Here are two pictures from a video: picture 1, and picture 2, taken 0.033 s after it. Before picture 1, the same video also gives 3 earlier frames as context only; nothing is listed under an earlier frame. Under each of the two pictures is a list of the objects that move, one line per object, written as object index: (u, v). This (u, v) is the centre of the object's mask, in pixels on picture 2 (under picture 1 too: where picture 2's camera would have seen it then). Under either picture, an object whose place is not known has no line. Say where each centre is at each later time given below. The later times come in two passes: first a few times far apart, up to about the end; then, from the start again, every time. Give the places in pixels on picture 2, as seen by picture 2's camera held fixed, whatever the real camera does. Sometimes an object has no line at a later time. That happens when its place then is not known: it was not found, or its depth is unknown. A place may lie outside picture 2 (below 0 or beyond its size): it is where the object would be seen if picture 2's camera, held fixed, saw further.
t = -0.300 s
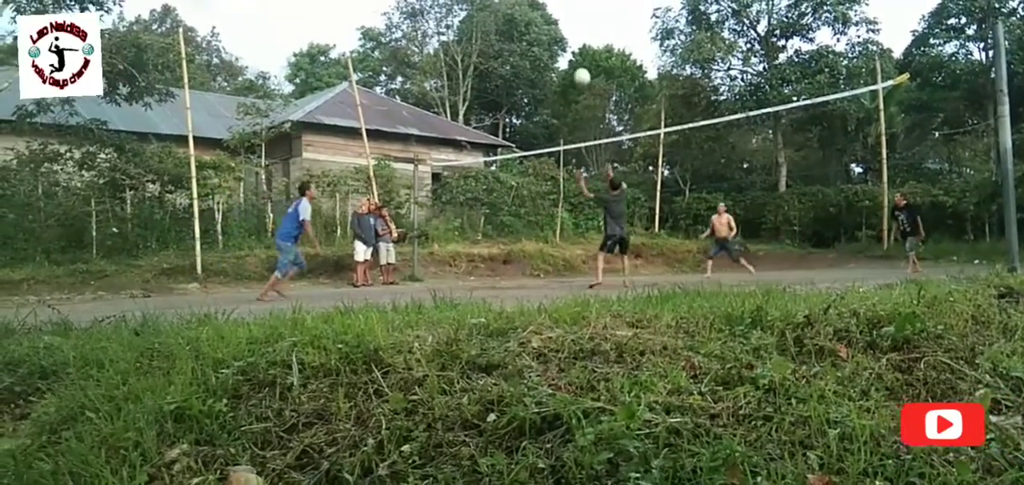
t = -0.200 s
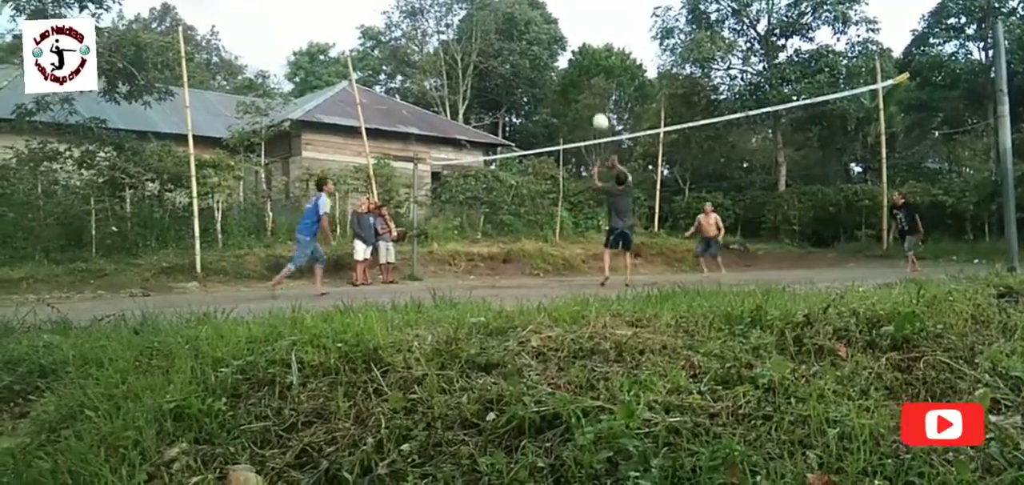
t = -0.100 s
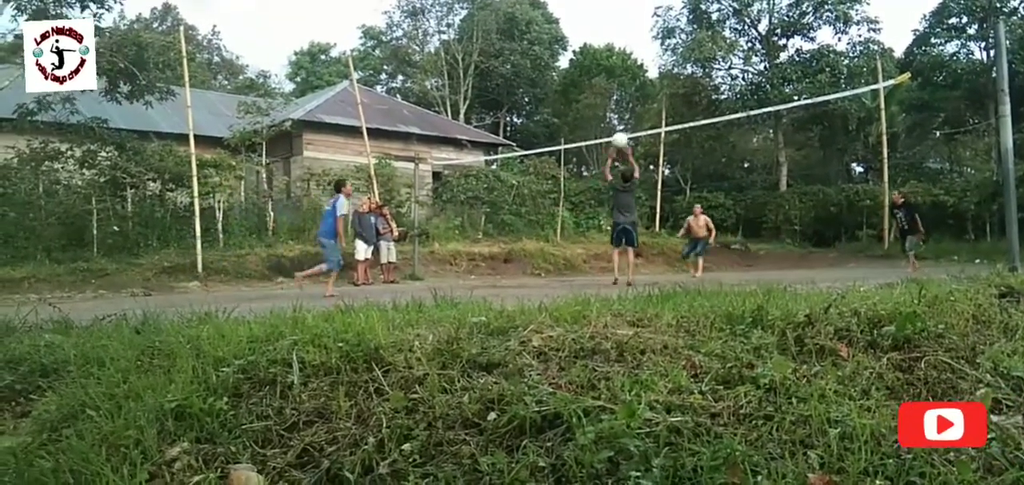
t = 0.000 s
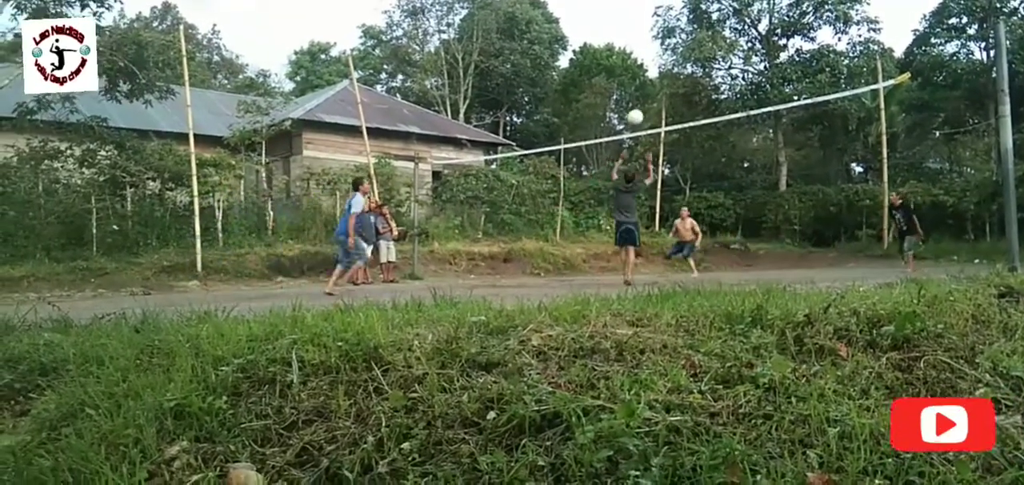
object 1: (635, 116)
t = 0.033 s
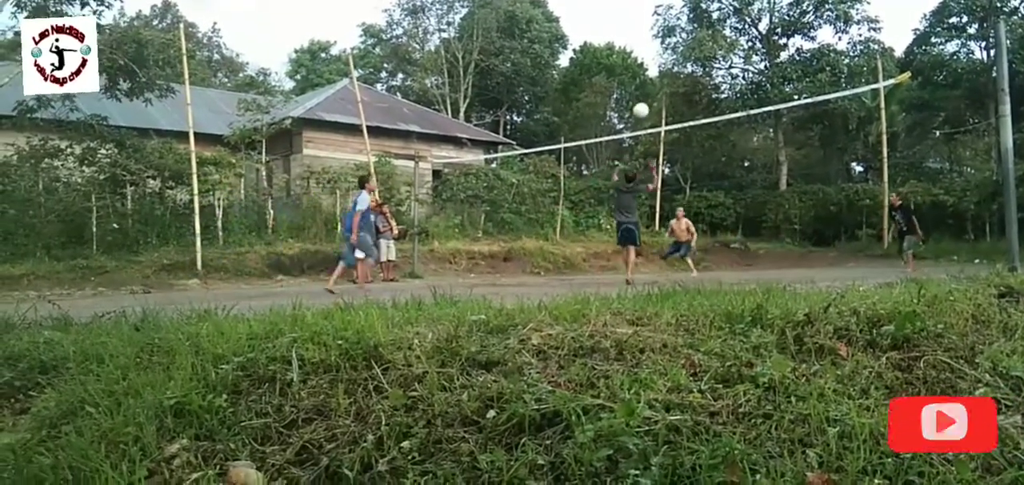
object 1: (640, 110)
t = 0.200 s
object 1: (667, 92)
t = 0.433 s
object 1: (702, 99)
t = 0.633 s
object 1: (732, 131)
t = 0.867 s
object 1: (766, 197)
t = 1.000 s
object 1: (784, 247)
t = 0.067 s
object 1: (646, 105)
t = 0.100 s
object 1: (651, 101)
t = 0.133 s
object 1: (656, 97)
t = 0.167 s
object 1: (662, 94)
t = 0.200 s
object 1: (667, 92)
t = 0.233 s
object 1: (672, 91)
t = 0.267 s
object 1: (677, 91)
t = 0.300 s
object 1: (682, 91)
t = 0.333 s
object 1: (687, 92)
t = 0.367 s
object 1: (692, 94)
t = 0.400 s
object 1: (697, 96)
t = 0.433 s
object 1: (702, 99)
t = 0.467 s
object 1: (707, 103)
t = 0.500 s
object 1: (712, 107)
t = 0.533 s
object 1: (717, 111)
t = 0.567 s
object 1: (722, 117)
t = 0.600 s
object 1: (727, 124)
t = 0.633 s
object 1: (732, 131)
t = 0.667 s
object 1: (737, 138)
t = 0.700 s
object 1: (742, 147)
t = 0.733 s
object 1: (746, 156)
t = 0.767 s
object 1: (751, 165)
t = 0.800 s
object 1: (756, 175)
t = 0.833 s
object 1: (761, 185)
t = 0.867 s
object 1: (766, 197)
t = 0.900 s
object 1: (770, 209)
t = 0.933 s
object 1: (775, 221)
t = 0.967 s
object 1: (780, 234)
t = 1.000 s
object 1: (784, 247)
